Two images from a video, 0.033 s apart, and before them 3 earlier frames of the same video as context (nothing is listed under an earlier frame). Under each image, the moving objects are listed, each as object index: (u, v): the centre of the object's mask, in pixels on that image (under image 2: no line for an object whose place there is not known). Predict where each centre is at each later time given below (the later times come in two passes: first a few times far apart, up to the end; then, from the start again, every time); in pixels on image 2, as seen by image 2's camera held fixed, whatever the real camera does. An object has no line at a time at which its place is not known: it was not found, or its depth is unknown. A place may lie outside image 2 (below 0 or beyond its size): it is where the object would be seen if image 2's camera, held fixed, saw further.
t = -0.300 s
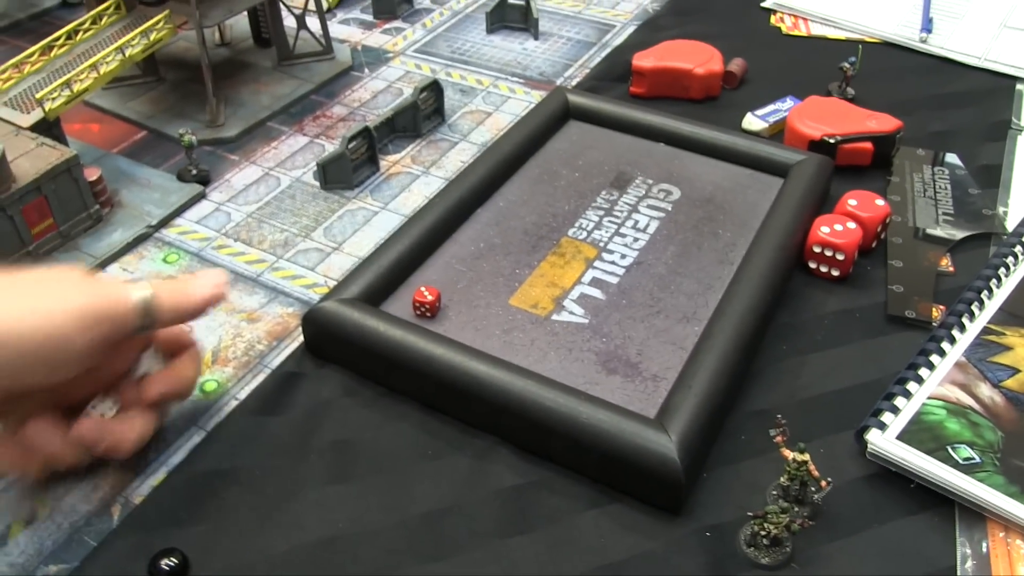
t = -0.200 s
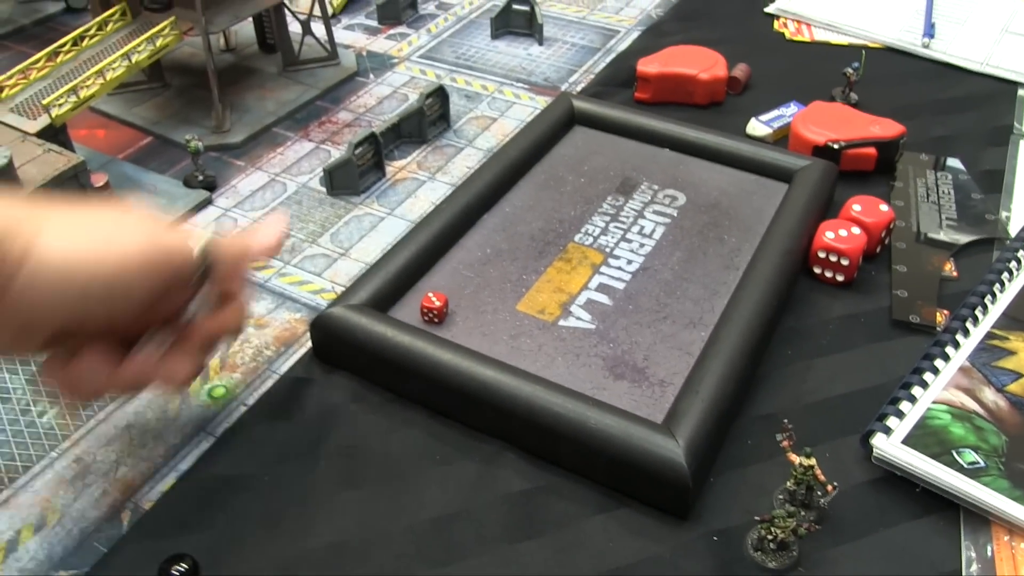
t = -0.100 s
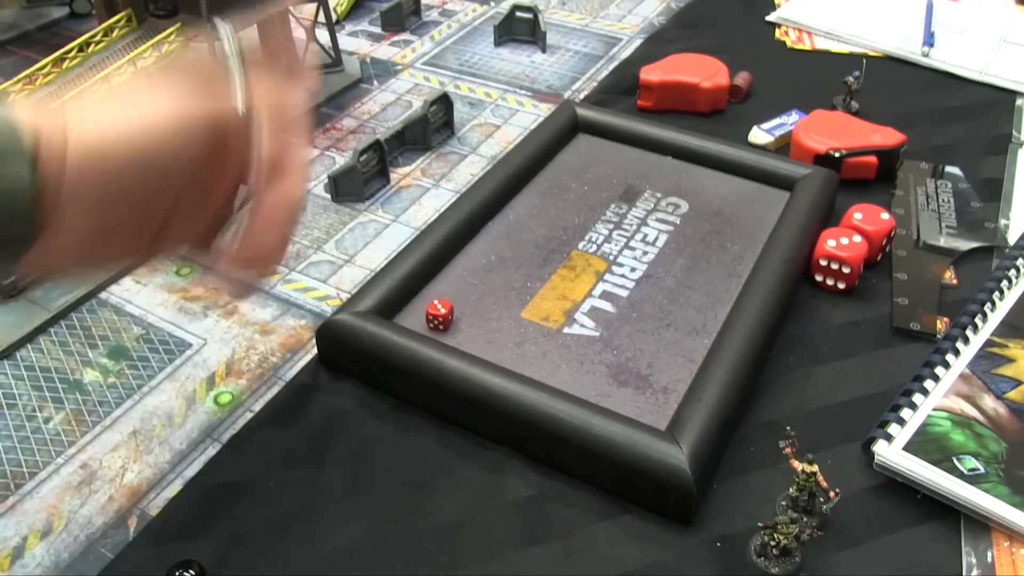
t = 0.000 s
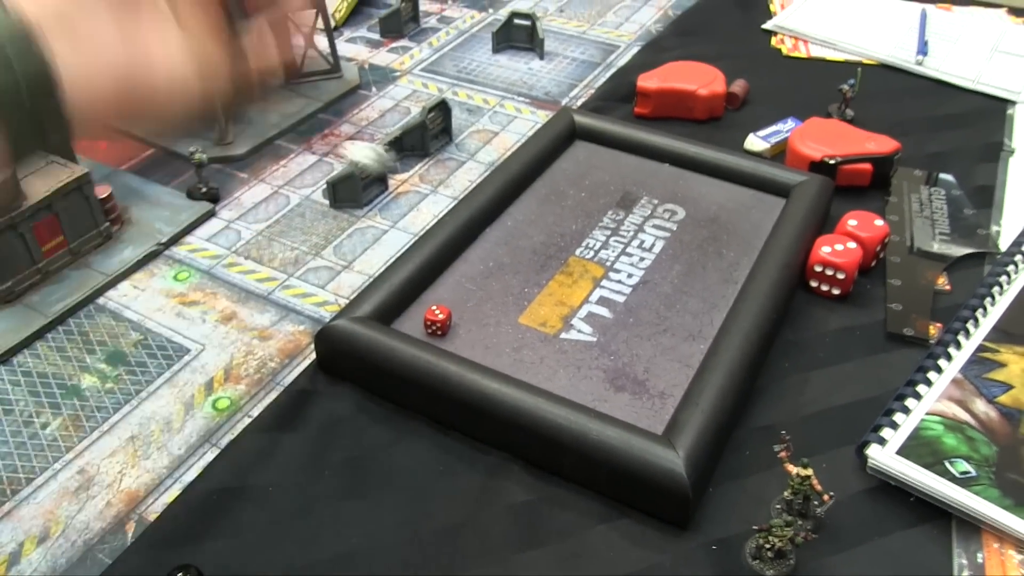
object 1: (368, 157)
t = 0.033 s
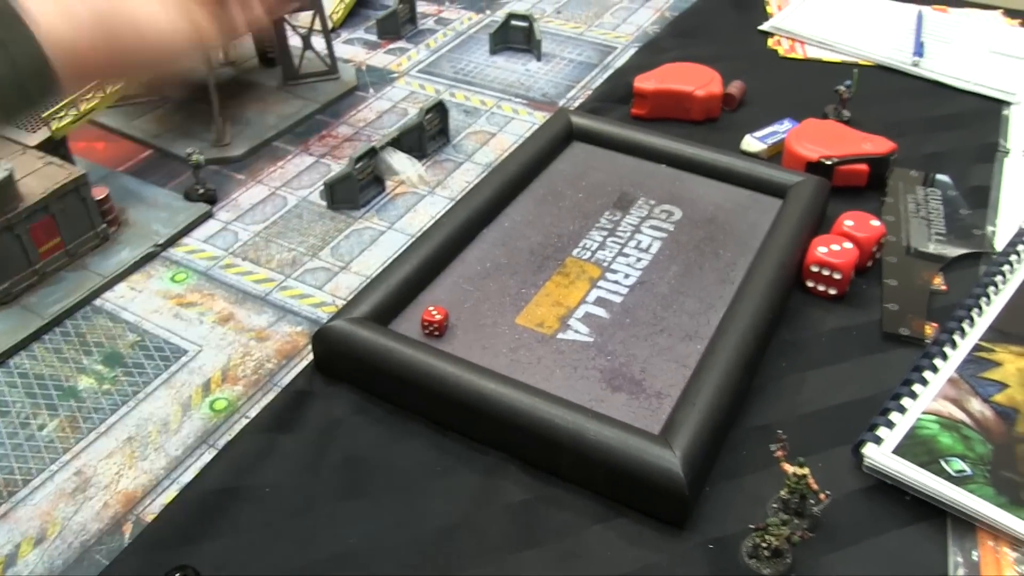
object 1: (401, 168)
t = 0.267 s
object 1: (602, 220)
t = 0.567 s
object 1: (756, 203)
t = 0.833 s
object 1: (759, 195)
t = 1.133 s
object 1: (759, 195)
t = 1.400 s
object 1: (759, 195)
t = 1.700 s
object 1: (759, 195)
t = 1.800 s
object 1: (759, 195)
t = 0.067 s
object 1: (449, 201)
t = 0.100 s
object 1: (480, 236)
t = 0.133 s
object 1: (509, 231)
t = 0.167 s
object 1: (532, 209)
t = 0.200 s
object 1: (556, 204)
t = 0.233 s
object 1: (579, 214)
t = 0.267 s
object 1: (602, 220)
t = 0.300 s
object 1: (622, 215)
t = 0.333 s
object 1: (643, 213)
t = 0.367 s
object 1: (664, 214)
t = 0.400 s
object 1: (682, 212)
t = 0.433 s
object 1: (697, 211)
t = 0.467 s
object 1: (712, 209)
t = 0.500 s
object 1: (726, 205)
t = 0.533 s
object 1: (741, 204)
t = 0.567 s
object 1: (756, 203)
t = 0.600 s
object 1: (768, 201)
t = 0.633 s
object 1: (772, 199)
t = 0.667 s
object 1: (771, 195)
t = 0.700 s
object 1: (769, 192)
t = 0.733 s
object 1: (766, 192)
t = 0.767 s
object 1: (763, 194)
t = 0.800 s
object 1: (760, 194)
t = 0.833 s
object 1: (759, 195)
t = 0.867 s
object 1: (759, 195)
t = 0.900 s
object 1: (759, 195)
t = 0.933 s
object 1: (759, 195)
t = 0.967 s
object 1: (759, 195)
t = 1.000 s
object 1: (759, 195)
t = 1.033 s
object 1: (759, 195)
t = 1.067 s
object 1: (759, 195)
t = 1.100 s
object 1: (759, 195)
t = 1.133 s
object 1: (759, 195)
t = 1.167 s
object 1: (759, 195)
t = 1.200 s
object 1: (759, 195)
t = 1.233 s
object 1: (759, 195)
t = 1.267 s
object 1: (759, 195)
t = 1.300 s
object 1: (759, 195)
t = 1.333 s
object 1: (759, 195)
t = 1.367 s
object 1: (759, 195)
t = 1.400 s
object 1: (759, 195)
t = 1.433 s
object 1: (759, 195)
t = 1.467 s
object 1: (759, 195)
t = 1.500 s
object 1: (759, 195)
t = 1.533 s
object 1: (759, 195)
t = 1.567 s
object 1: (759, 195)
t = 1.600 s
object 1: (759, 195)
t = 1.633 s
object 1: (759, 195)
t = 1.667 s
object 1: (759, 196)
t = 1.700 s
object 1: (759, 195)
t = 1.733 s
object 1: (759, 195)
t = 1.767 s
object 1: (759, 195)
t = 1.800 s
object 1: (759, 195)
